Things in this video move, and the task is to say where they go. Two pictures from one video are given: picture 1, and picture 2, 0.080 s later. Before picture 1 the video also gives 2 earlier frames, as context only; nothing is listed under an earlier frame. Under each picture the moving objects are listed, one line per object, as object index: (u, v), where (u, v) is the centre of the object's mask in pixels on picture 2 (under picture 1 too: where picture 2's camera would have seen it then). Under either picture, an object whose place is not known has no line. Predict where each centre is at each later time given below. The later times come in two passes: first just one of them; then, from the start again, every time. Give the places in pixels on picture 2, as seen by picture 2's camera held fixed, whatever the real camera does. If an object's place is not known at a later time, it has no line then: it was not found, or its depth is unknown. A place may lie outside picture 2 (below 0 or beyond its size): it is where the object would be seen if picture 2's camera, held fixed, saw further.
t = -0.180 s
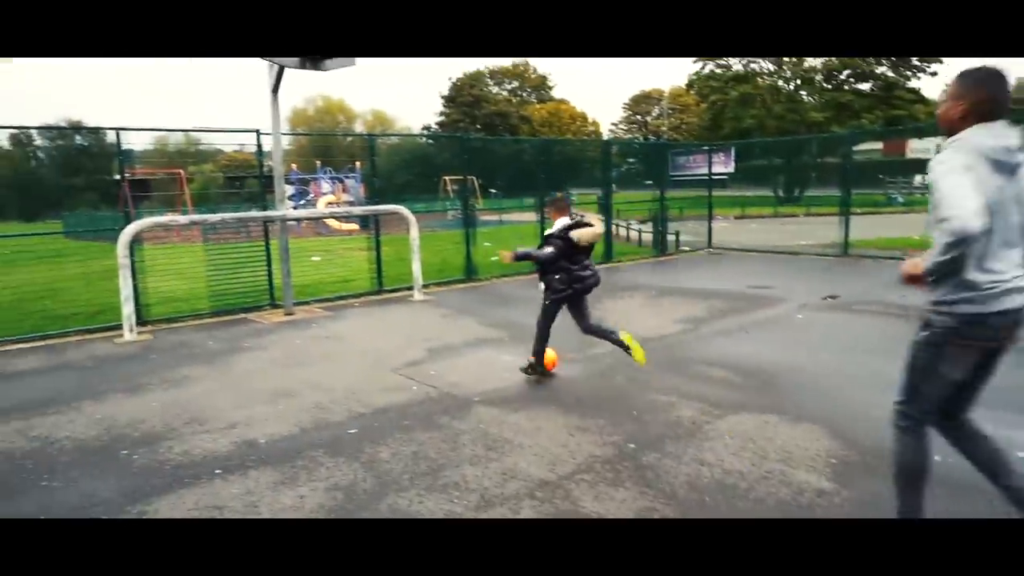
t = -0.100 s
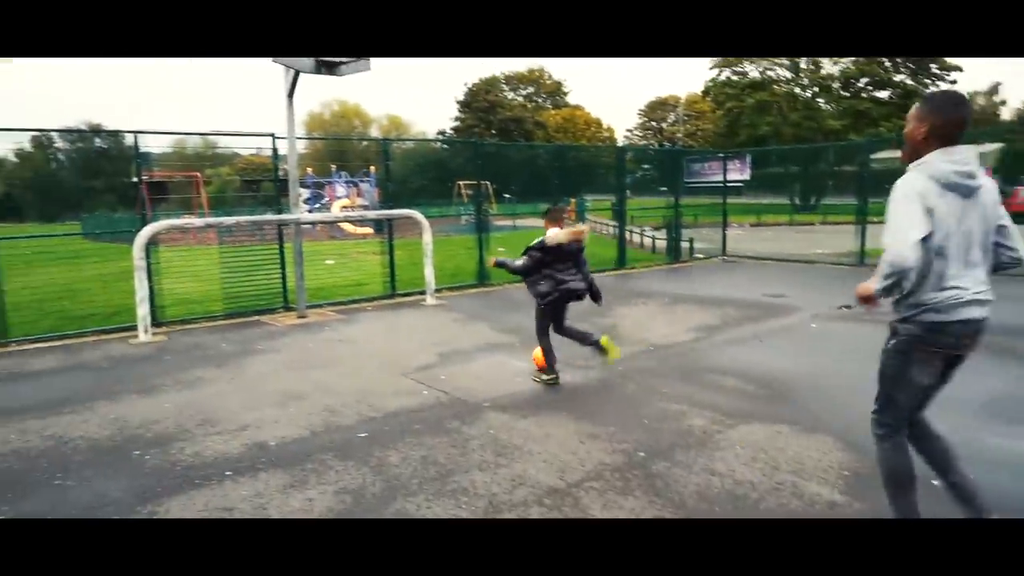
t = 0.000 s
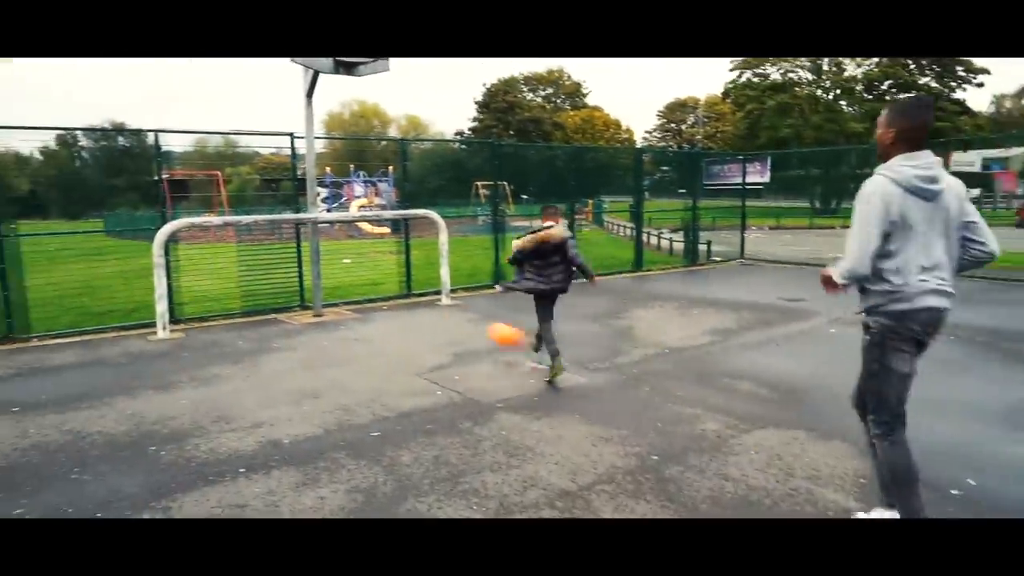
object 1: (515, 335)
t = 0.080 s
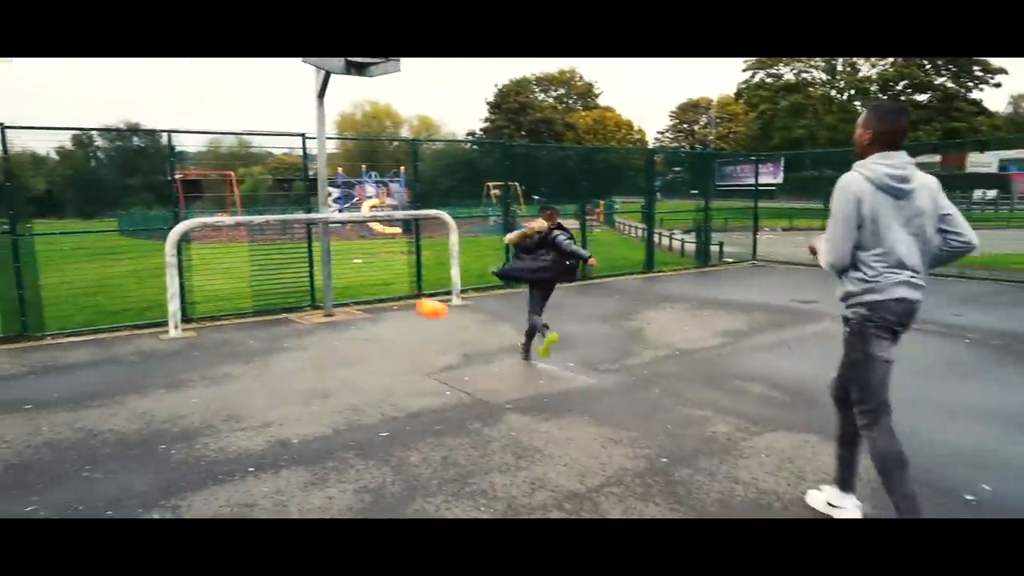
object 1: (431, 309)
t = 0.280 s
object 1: (272, 280)
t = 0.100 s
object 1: (412, 303)
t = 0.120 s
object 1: (394, 299)
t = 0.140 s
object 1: (377, 295)
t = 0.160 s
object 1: (360, 292)
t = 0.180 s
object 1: (345, 289)
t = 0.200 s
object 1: (329, 286)
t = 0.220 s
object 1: (314, 284)
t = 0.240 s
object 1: (300, 282)
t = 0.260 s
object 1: (286, 280)
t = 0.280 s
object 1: (272, 280)
